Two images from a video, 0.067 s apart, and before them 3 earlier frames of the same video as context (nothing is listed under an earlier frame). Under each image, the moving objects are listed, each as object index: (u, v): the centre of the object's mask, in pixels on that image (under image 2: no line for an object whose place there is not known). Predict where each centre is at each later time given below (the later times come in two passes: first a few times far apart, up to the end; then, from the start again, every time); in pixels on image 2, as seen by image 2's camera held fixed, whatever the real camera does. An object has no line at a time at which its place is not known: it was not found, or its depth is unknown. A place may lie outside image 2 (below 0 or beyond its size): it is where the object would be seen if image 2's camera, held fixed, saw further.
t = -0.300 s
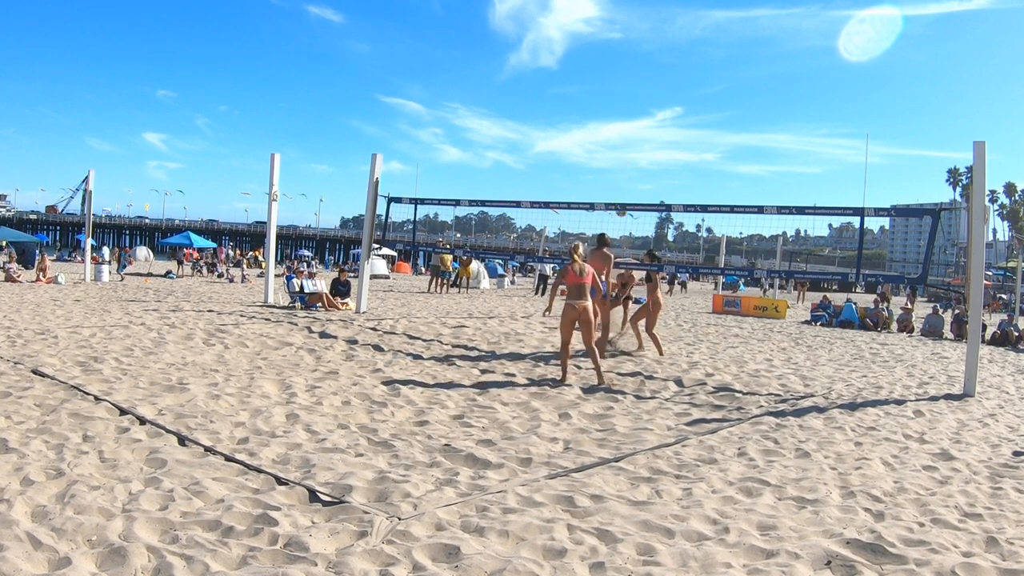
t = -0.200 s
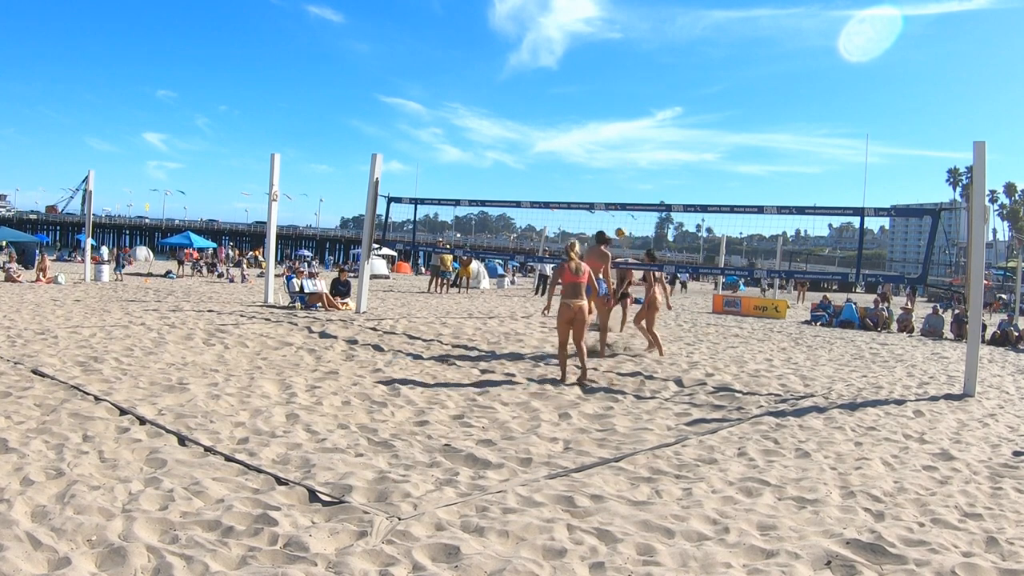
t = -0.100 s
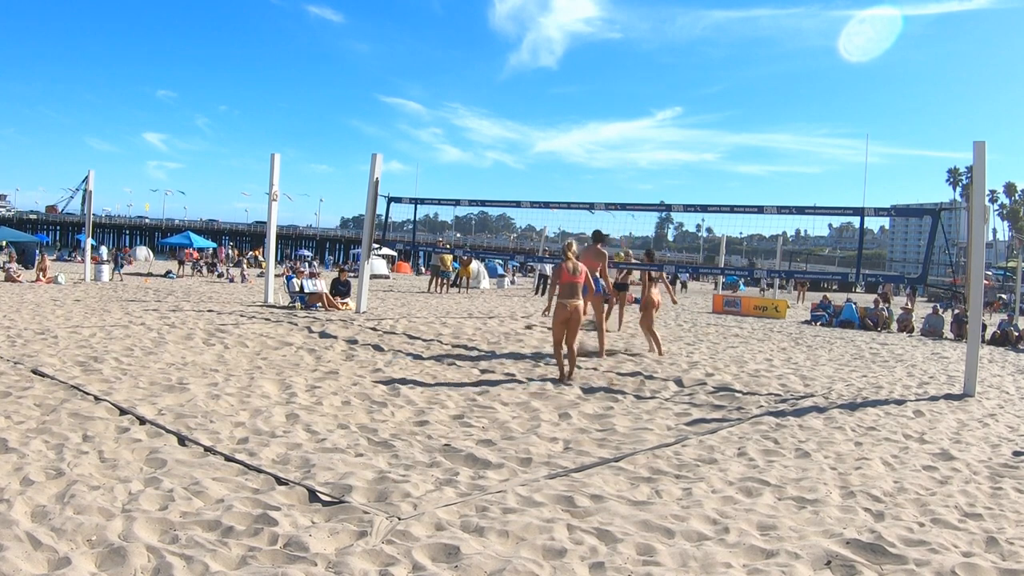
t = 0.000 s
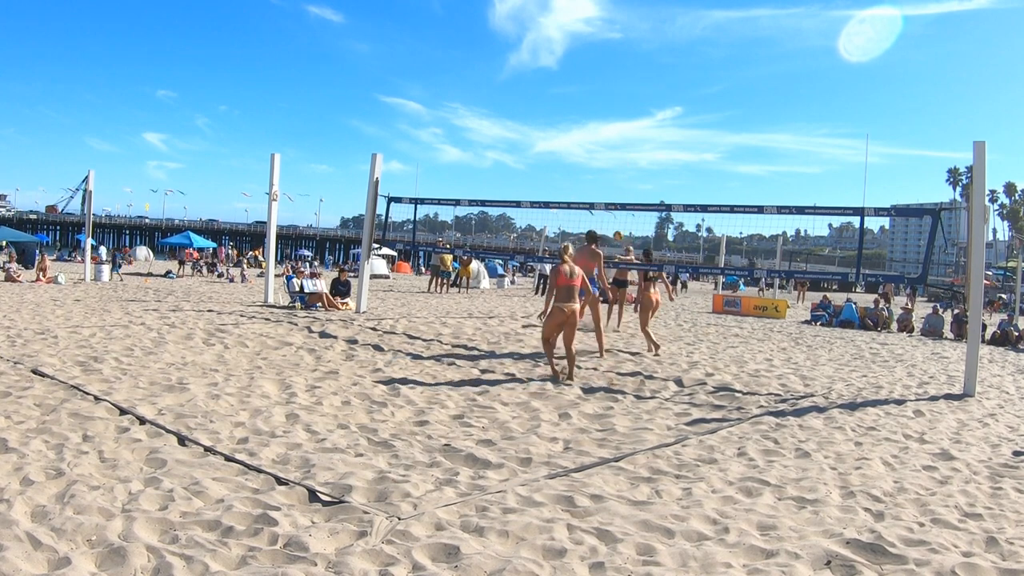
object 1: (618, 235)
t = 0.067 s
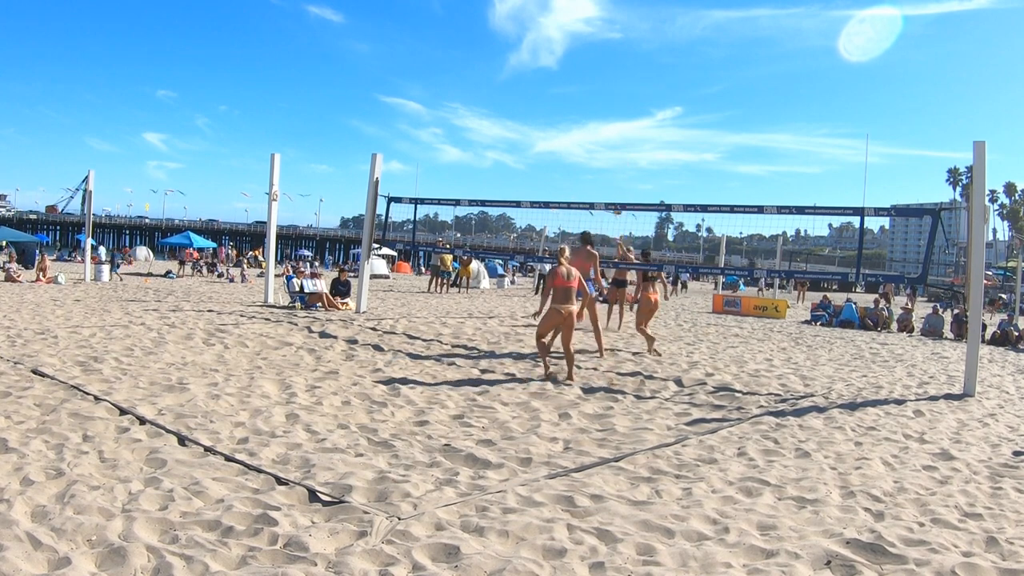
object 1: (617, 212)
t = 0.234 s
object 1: (616, 153)
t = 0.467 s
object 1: (614, 97)
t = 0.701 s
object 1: (612, 68)
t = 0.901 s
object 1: (610, 64)
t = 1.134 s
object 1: (609, 85)
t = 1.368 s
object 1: (607, 135)
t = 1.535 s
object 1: (607, 189)
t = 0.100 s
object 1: (617, 198)
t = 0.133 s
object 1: (617, 185)
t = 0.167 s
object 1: (617, 174)
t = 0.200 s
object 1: (617, 164)
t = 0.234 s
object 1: (616, 153)
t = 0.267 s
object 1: (616, 144)
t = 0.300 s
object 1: (616, 135)
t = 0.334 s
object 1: (615, 126)
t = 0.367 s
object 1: (615, 118)
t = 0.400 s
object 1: (615, 110)
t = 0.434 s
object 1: (614, 104)
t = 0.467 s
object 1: (614, 97)
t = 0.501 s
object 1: (614, 92)
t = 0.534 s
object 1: (614, 86)
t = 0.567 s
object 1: (613, 81)
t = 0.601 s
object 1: (613, 77)
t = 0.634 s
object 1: (612, 73)
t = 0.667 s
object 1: (612, 70)
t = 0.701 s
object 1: (612, 68)
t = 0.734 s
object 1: (612, 66)
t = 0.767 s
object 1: (611, 64)
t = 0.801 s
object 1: (611, 63)
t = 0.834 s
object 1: (611, 63)
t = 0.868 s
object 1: (611, 63)
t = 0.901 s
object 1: (610, 64)
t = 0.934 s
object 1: (610, 65)
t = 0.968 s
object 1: (610, 67)
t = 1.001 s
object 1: (610, 70)
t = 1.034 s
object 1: (610, 73)
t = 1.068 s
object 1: (609, 76)
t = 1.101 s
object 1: (609, 80)
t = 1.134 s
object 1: (609, 85)
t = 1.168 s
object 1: (609, 90)
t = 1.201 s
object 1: (608, 96)
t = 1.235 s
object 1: (608, 103)
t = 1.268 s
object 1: (608, 109)
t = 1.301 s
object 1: (608, 118)
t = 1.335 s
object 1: (607, 126)
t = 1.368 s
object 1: (607, 135)
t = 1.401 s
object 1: (607, 145)
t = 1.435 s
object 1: (607, 155)
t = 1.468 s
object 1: (607, 166)
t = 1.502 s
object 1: (607, 177)
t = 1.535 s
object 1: (607, 189)
